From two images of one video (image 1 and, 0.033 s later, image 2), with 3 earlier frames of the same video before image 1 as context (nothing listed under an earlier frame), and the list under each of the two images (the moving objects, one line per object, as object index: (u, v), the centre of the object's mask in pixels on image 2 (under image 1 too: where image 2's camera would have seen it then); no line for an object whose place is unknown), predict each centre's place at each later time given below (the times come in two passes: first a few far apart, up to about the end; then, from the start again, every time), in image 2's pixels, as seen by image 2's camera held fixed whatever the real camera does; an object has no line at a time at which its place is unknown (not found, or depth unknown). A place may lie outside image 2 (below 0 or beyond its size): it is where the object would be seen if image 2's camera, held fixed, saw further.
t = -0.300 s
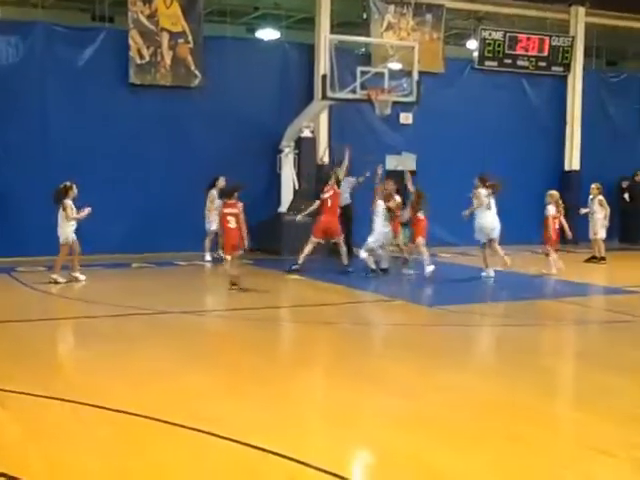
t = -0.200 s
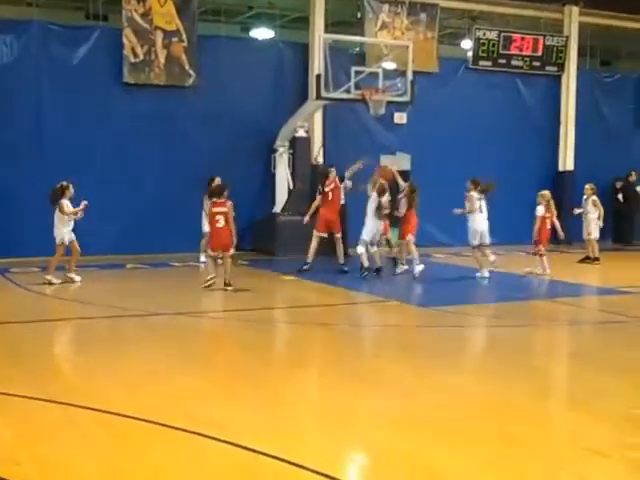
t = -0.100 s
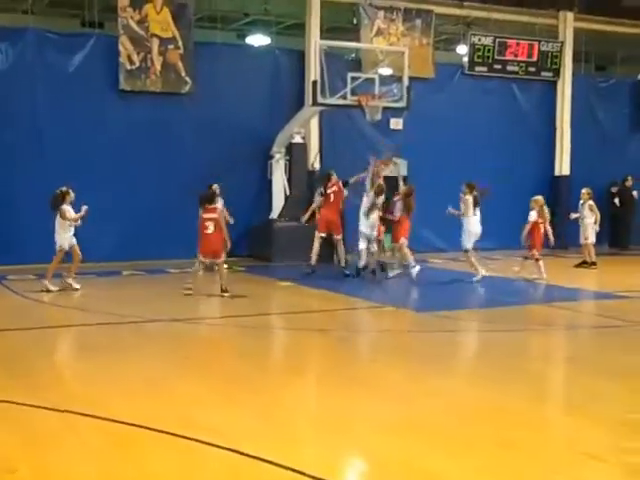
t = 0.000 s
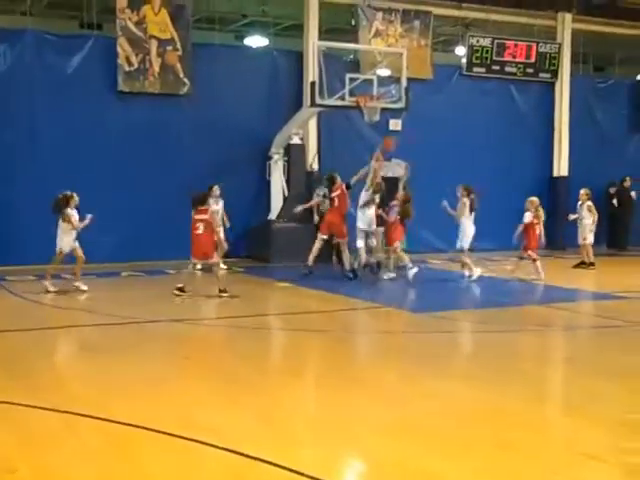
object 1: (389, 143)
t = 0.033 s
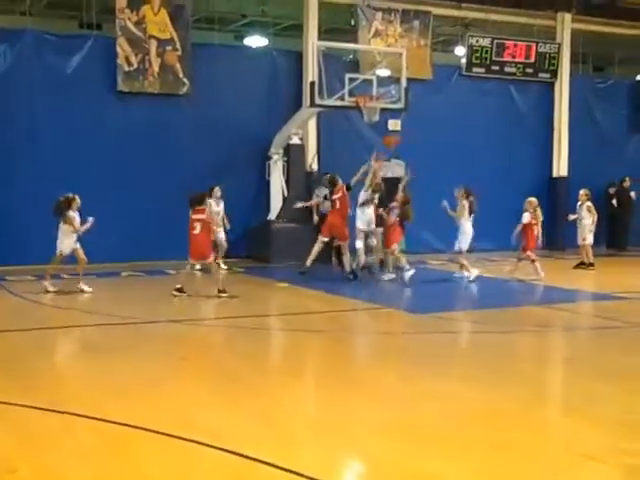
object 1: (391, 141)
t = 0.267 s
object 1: (405, 129)
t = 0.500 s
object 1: (421, 153)
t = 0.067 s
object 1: (393, 136)
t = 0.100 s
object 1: (395, 133)
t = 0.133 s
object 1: (398, 130)
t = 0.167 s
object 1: (399, 129)
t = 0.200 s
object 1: (401, 129)
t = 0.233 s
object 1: (403, 129)
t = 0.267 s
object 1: (405, 129)
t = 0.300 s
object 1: (408, 130)
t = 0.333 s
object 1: (408, 130)
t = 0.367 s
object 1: (412, 135)
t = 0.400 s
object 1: (415, 139)
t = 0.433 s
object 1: (416, 141)
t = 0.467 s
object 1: (420, 148)
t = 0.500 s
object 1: (421, 153)
